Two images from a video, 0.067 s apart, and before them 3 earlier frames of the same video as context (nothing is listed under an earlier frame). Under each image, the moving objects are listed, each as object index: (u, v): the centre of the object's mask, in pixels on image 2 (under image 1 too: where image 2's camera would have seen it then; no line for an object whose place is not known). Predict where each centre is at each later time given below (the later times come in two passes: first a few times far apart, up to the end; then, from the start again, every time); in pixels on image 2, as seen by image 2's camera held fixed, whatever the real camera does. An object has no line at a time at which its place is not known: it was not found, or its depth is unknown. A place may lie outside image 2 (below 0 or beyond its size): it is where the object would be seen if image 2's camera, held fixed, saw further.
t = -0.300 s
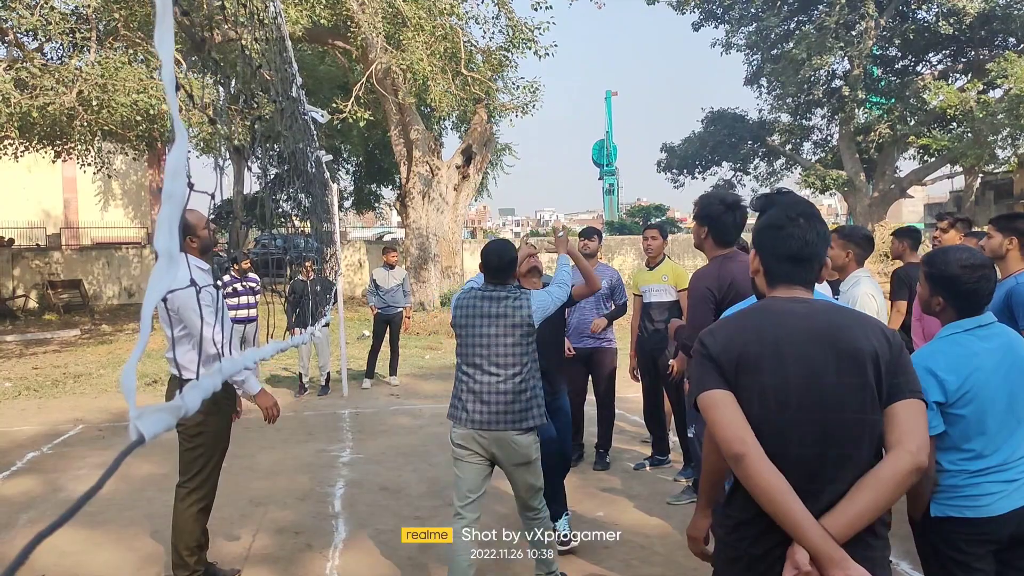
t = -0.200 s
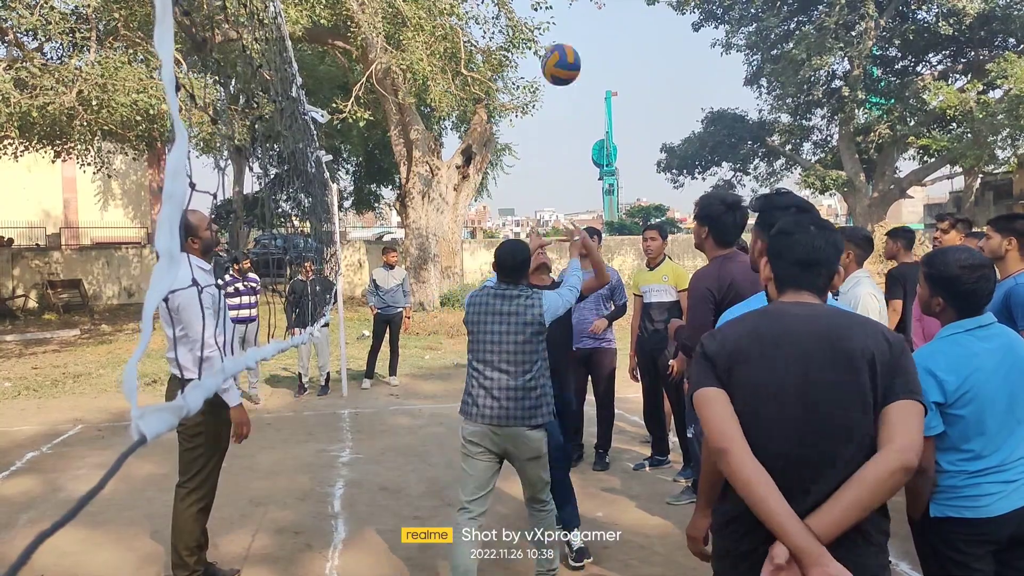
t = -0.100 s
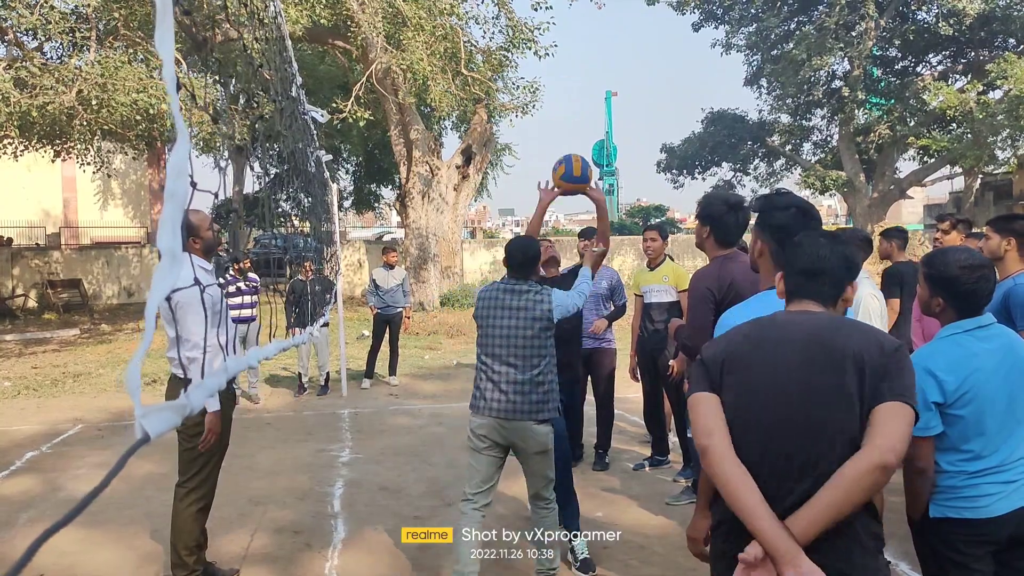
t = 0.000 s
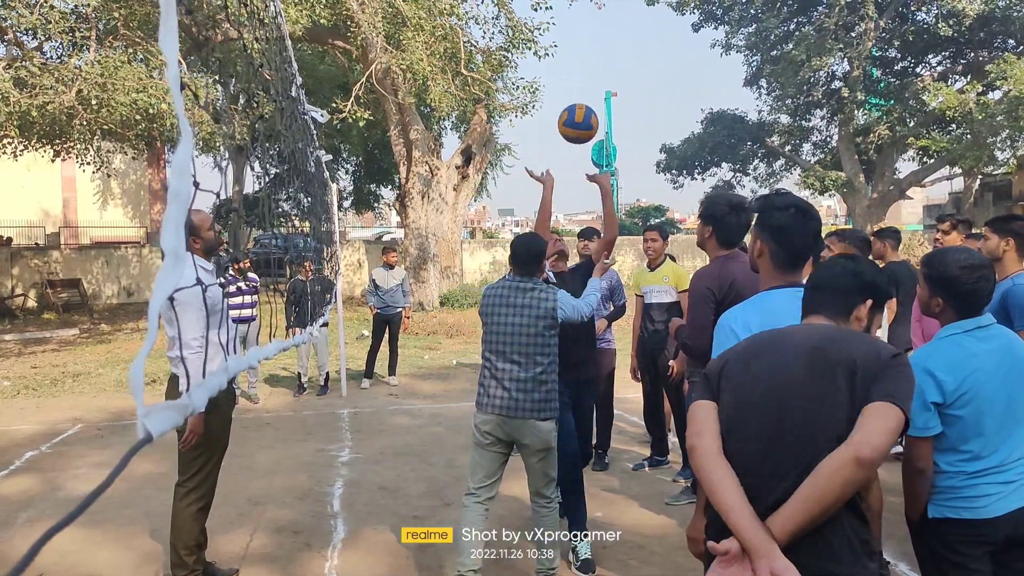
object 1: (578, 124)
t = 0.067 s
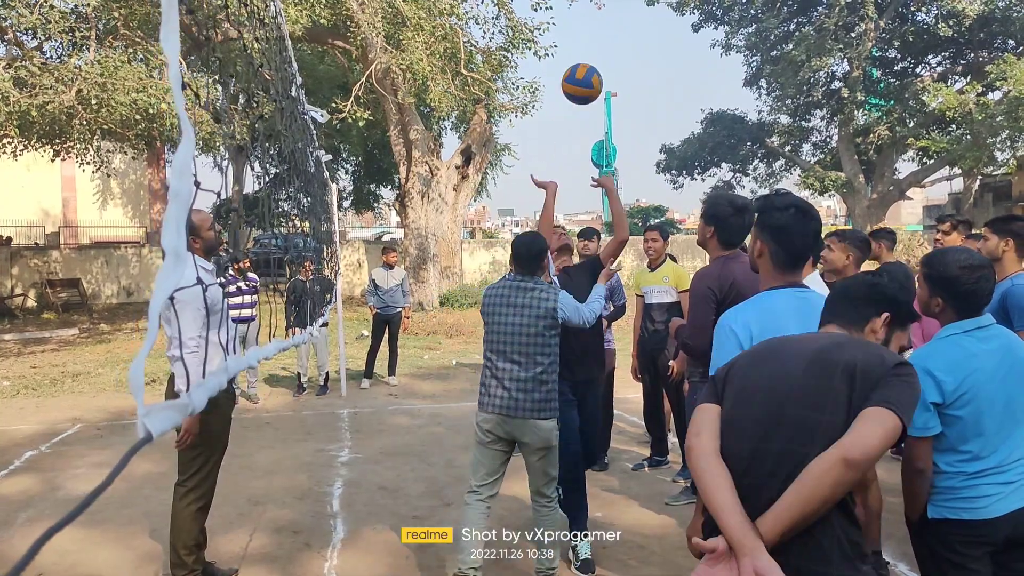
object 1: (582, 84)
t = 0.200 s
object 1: (591, 26)
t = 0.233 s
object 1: (593, 18)
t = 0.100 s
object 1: (584, 67)
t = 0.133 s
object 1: (586, 51)
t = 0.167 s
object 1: (588, 38)
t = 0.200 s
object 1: (591, 26)
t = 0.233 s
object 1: (593, 18)
